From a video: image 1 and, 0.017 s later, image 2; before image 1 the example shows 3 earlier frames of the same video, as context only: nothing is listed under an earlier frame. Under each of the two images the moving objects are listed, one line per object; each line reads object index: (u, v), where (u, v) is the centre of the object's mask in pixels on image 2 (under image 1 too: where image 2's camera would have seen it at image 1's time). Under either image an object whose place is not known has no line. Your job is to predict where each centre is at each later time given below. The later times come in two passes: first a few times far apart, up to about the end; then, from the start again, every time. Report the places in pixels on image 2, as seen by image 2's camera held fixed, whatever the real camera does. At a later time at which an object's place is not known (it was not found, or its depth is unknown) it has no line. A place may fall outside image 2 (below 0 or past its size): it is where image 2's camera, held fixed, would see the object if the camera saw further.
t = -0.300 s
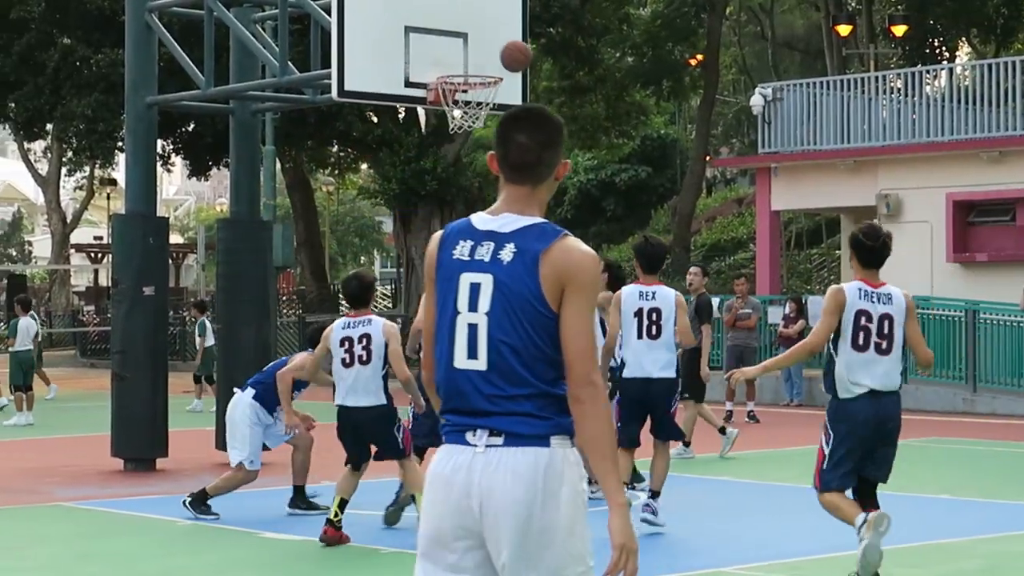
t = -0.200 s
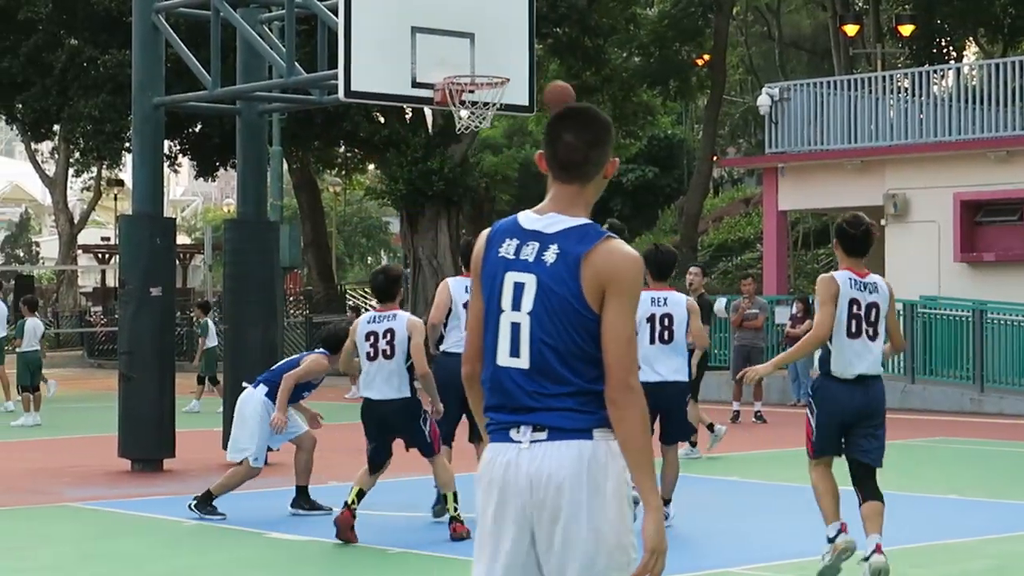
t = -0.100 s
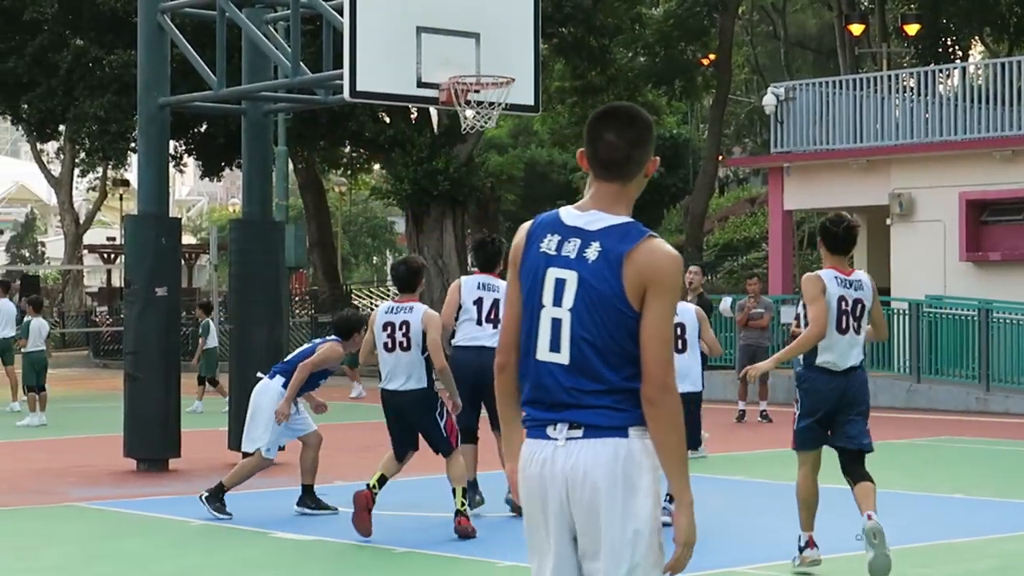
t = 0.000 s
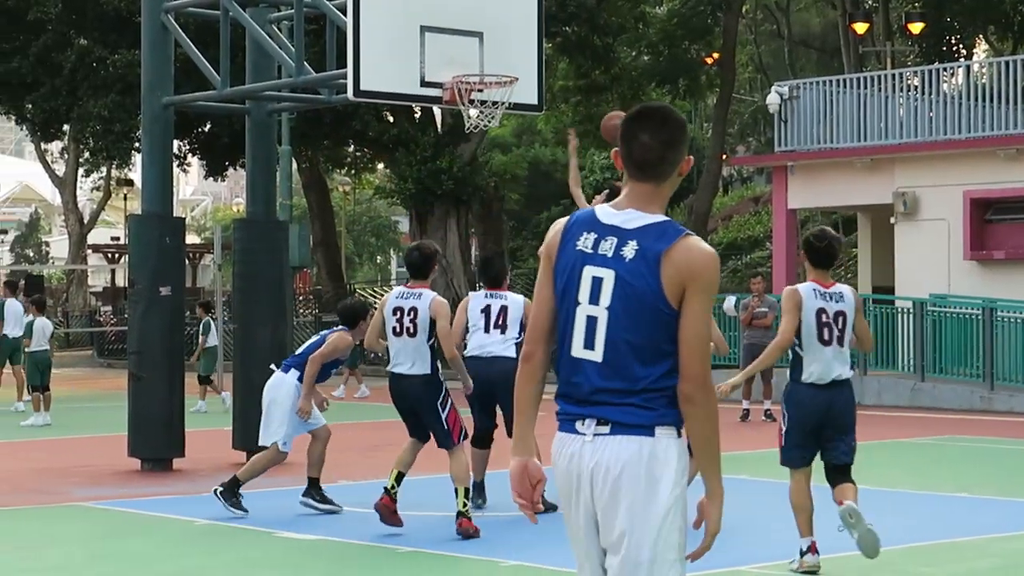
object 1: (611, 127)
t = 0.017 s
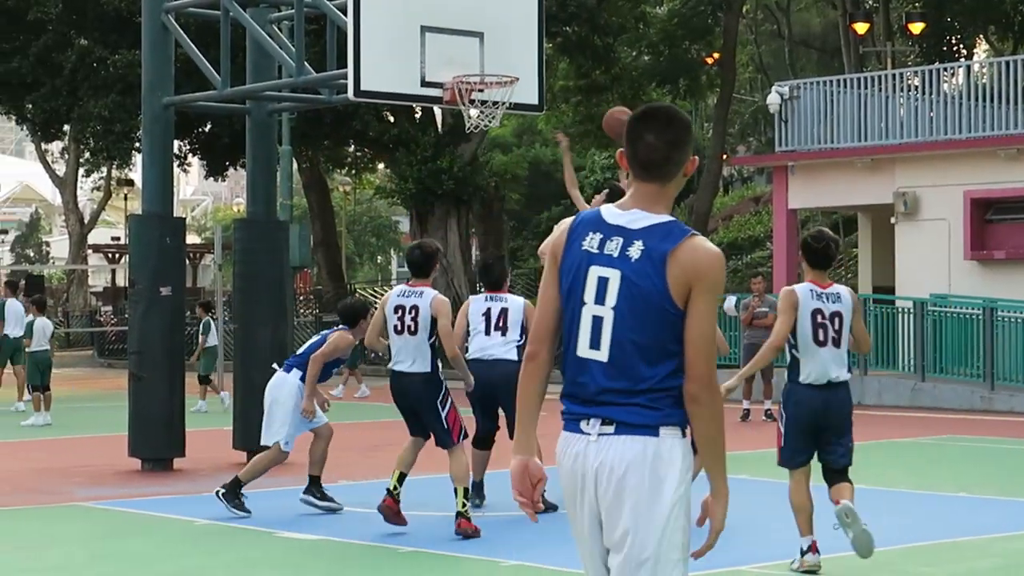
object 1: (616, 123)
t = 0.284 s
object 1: (650, 99)
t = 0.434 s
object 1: (669, 130)
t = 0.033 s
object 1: (619, 119)
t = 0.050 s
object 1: (622, 115)
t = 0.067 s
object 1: (624, 111)
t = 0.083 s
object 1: (626, 108)
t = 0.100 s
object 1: (628, 106)
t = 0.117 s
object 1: (630, 103)
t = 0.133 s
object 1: (632, 101)
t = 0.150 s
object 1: (634, 100)
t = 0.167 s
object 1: (636, 98)
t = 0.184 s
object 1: (638, 97)
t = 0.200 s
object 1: (640, 97)
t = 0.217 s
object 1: (642, 96)
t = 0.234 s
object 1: (644, 97)
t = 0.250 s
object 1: (646, 97)
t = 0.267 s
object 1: (648, 98)
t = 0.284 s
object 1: (650, 99)
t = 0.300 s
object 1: (652, 101)
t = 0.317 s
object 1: (655, 103)
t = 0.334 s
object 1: (656, 105)
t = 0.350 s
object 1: (658, 108)
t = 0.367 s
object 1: (661, 112)
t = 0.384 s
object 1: (662, 115)
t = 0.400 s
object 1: (665, 120)
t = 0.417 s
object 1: (667, 125)
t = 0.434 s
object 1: (669, 130)
